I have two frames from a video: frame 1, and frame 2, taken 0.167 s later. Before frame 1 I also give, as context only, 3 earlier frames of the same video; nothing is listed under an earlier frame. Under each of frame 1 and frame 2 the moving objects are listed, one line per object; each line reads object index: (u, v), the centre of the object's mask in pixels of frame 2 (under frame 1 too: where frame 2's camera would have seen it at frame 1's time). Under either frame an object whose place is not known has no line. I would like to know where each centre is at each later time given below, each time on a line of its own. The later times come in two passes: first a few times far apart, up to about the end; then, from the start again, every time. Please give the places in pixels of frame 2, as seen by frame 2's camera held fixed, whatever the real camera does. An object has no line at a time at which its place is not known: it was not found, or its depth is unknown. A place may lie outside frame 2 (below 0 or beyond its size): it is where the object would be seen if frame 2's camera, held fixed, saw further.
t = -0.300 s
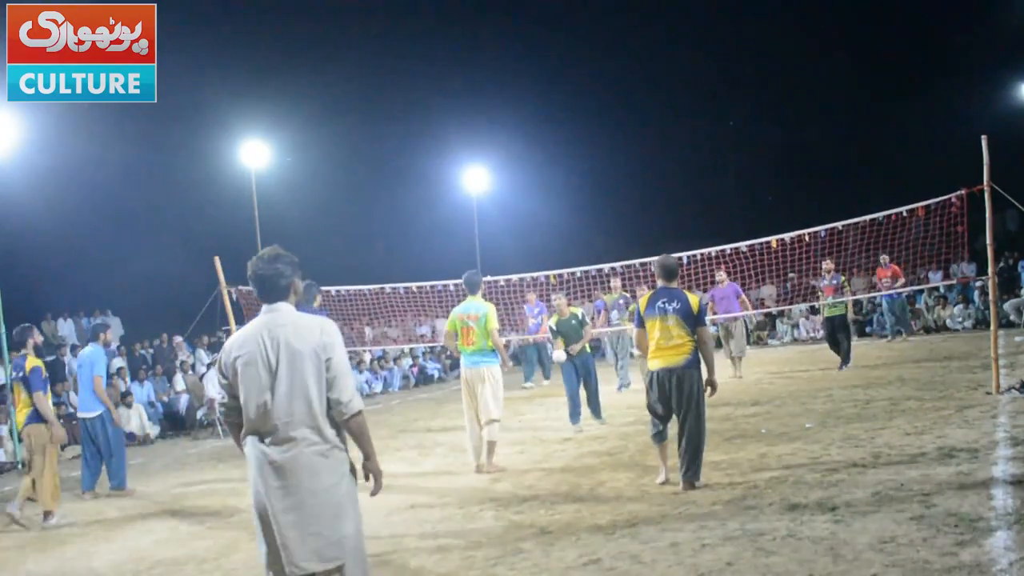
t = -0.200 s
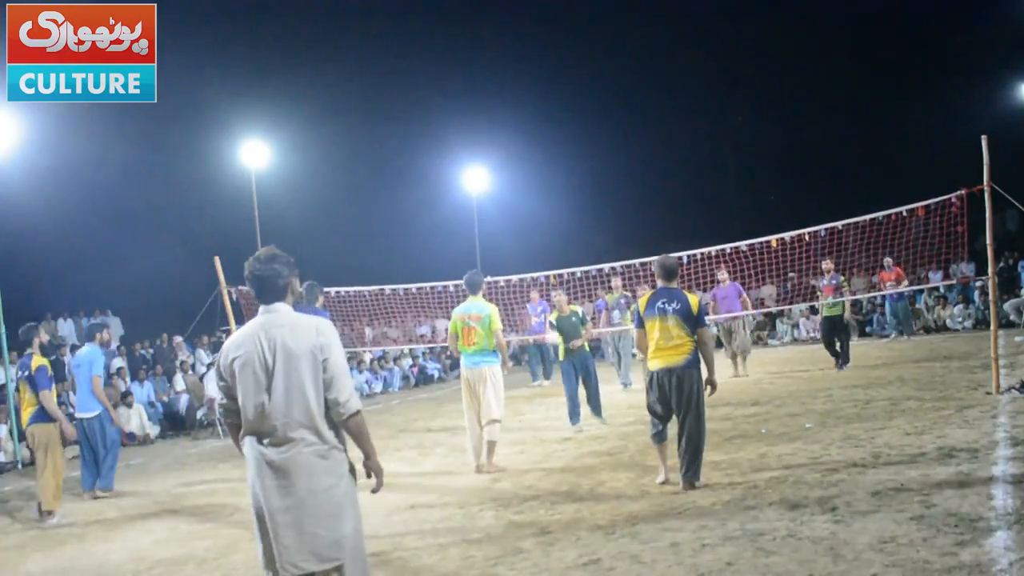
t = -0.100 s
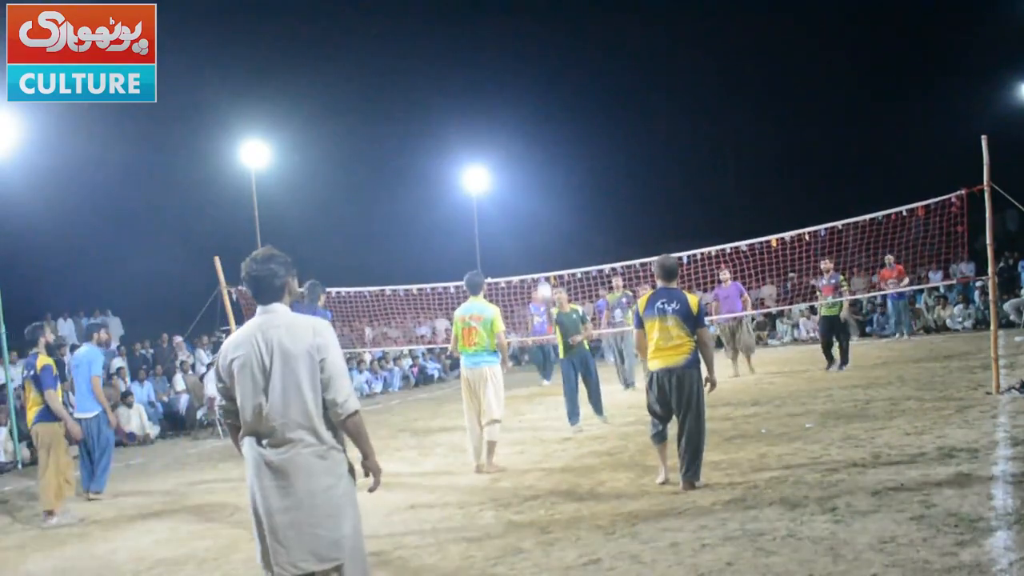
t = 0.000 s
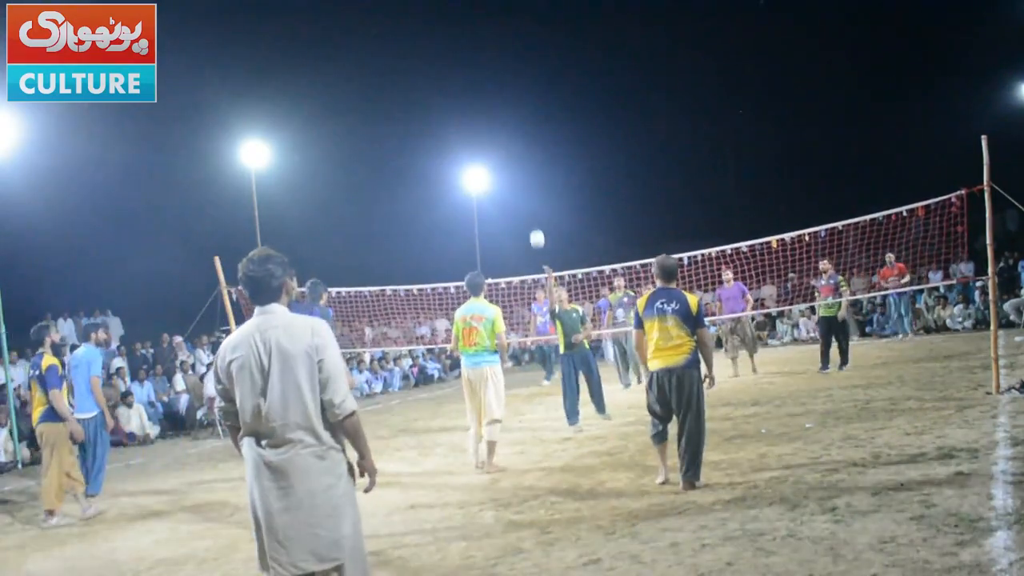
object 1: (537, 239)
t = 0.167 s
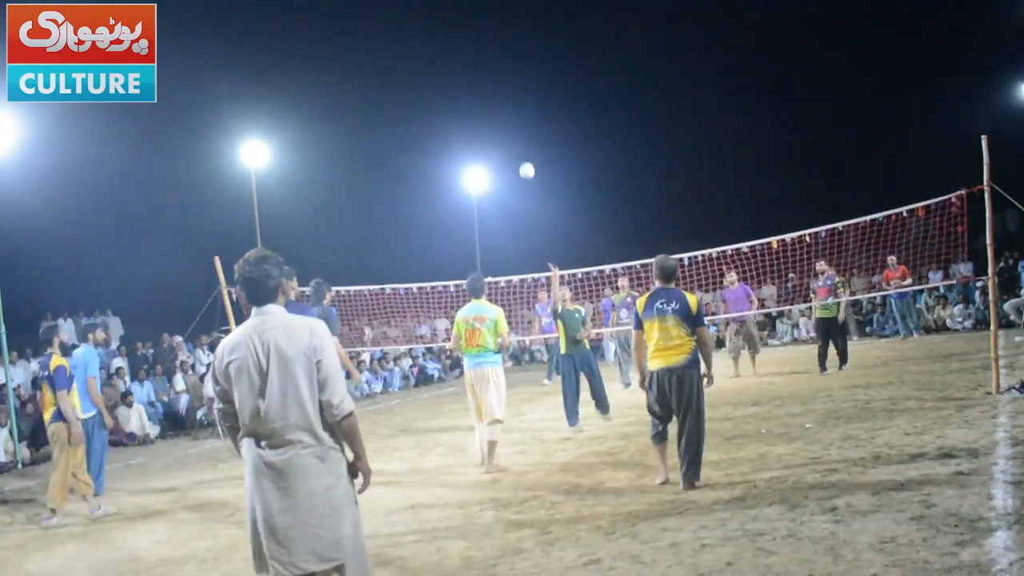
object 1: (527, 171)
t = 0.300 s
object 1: (521, 133)
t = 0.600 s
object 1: (512, 107)
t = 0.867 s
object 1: (513, 154)
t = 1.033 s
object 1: (517, 219)
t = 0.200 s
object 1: (525, 160)
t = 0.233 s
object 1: (524, 150)
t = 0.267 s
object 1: (522, 141)
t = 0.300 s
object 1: (521, 133)
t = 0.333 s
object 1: (519, 126)
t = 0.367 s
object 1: (518, 120)
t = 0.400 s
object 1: (517, 115)
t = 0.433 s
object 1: (516, 112)
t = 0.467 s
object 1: (515, 109)
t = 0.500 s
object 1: (514, 107)
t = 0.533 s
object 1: (514, 106)
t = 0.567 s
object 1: (513, 106)
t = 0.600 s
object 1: (512, 107)
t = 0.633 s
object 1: (512, 109)
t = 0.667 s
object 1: (512, 112)
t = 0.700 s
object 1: (511, 116)
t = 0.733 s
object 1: (511, 121)
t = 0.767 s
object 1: (511, 128)
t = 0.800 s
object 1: (512, 136)
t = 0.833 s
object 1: (512, 145)
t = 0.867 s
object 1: (513, 154)
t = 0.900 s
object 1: (513, 164)
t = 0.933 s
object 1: (514, 176)
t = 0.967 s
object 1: (515, 189)
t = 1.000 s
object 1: (516, 204)
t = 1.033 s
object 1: (517, 219)
